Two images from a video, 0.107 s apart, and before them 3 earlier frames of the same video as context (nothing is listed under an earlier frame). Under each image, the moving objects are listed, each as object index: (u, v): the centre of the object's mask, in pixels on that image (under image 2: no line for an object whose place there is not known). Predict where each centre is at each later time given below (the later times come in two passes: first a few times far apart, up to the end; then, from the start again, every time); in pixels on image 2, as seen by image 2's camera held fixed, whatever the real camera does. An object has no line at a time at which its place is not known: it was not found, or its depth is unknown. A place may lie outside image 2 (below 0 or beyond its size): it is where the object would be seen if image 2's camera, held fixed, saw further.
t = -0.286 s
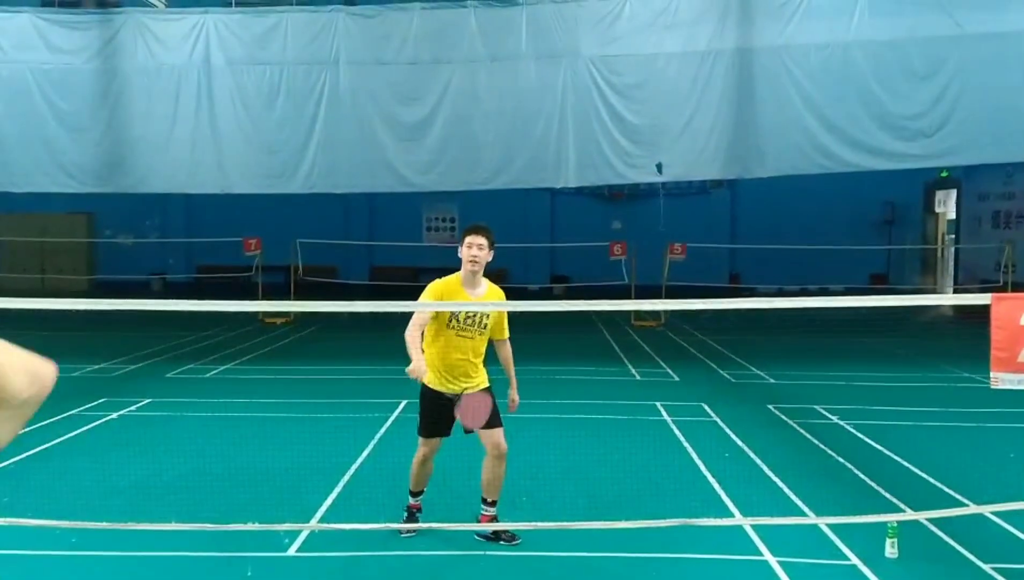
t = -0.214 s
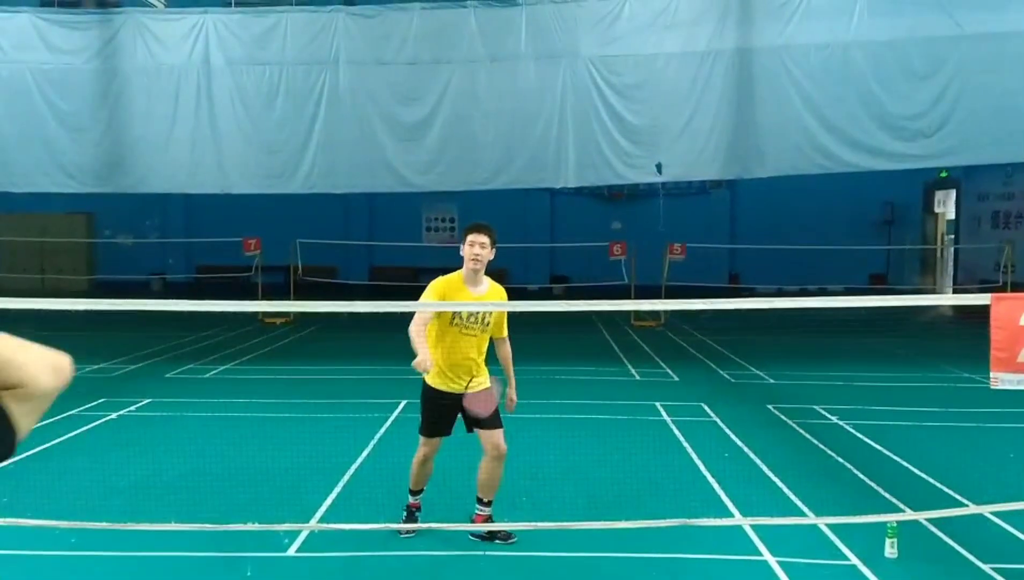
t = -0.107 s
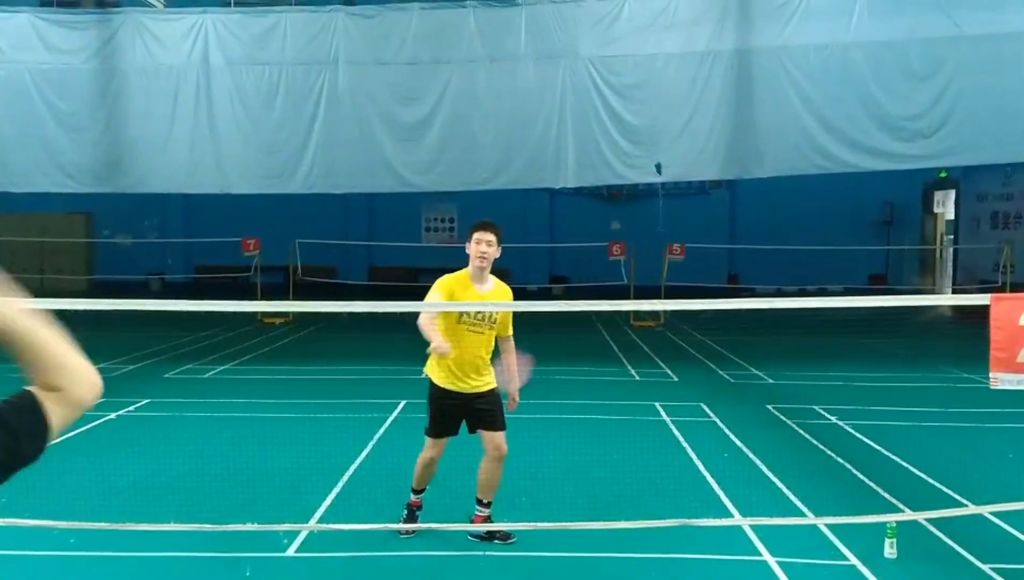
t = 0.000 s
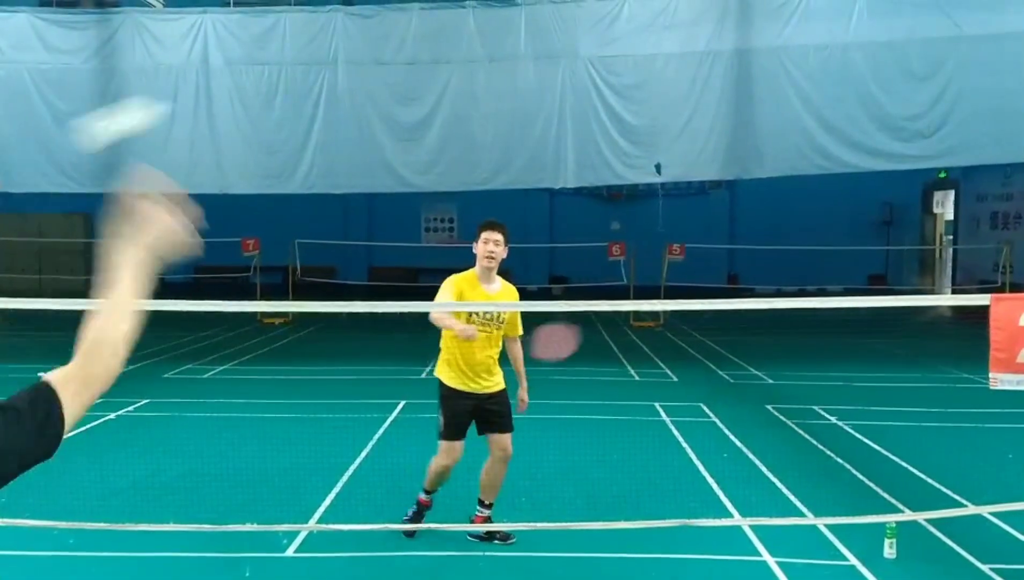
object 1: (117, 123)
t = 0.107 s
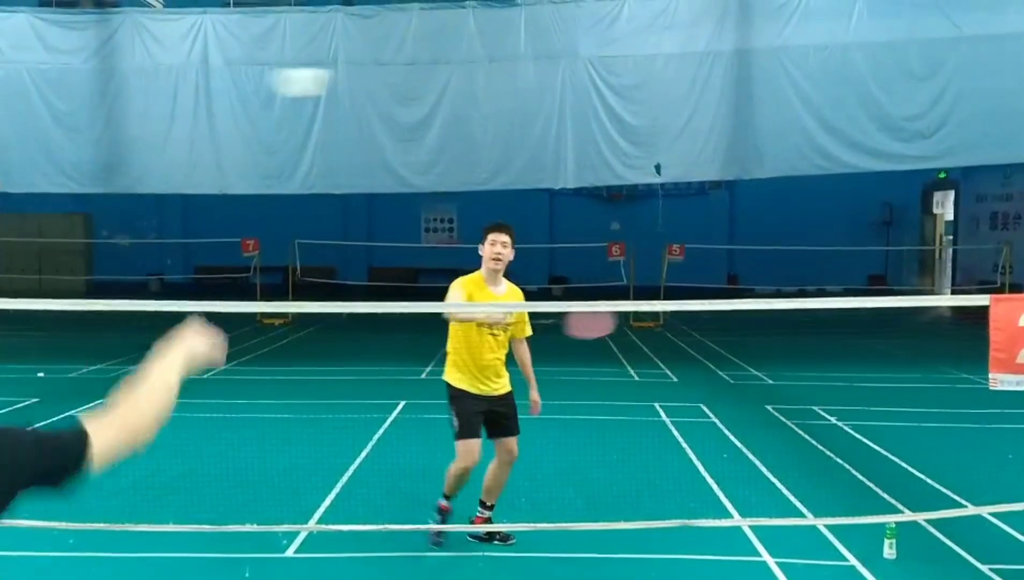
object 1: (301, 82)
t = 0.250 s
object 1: (434, 94)
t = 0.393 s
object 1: (519, 152)
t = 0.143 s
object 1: (341, 80)
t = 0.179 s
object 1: (375, 81)
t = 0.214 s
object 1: (406, 86)
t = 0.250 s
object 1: (434, 94)
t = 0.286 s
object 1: (459, 105)
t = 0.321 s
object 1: (482, 119)
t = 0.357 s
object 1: (501, 134)
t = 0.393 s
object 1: (519, 152)
